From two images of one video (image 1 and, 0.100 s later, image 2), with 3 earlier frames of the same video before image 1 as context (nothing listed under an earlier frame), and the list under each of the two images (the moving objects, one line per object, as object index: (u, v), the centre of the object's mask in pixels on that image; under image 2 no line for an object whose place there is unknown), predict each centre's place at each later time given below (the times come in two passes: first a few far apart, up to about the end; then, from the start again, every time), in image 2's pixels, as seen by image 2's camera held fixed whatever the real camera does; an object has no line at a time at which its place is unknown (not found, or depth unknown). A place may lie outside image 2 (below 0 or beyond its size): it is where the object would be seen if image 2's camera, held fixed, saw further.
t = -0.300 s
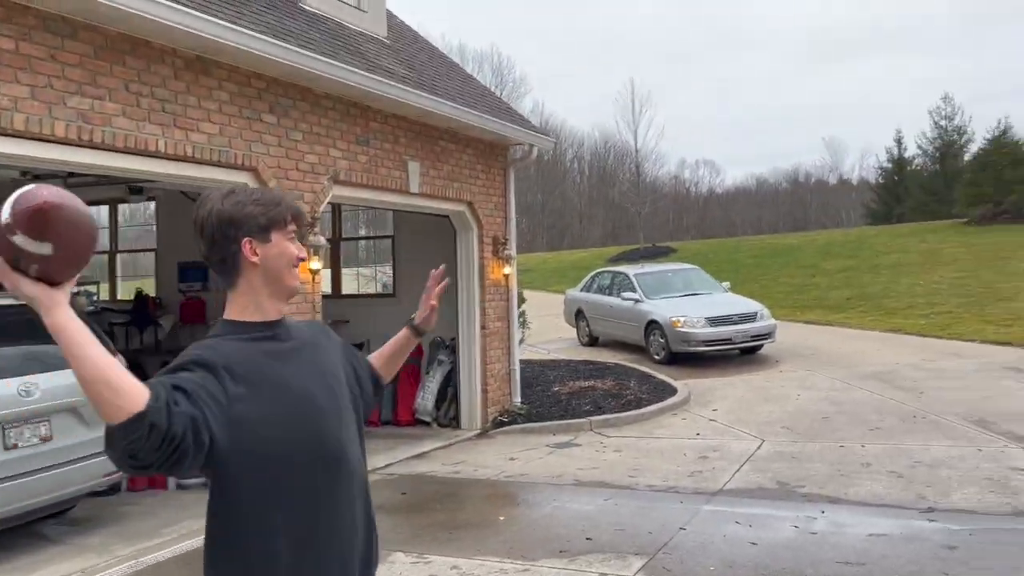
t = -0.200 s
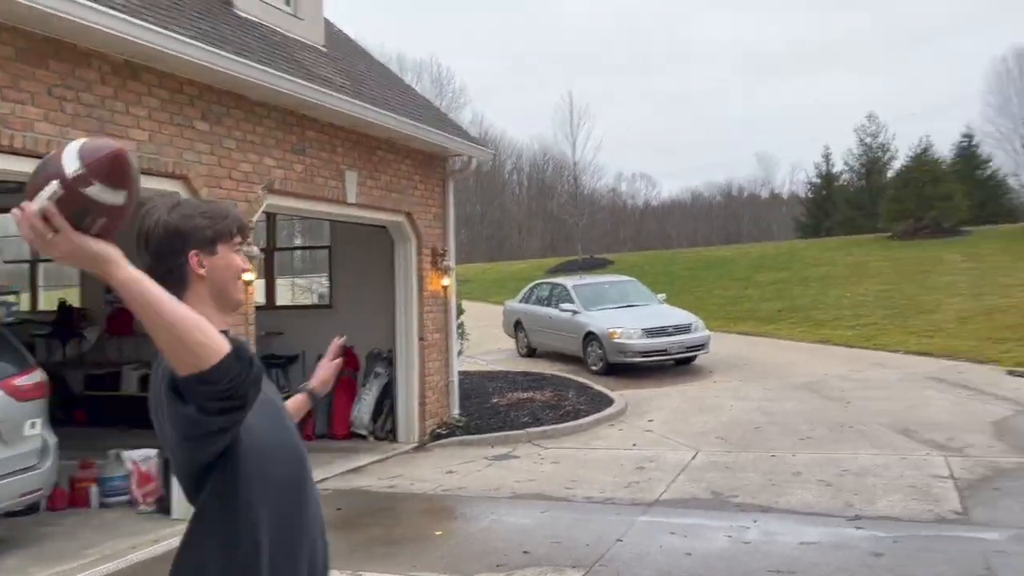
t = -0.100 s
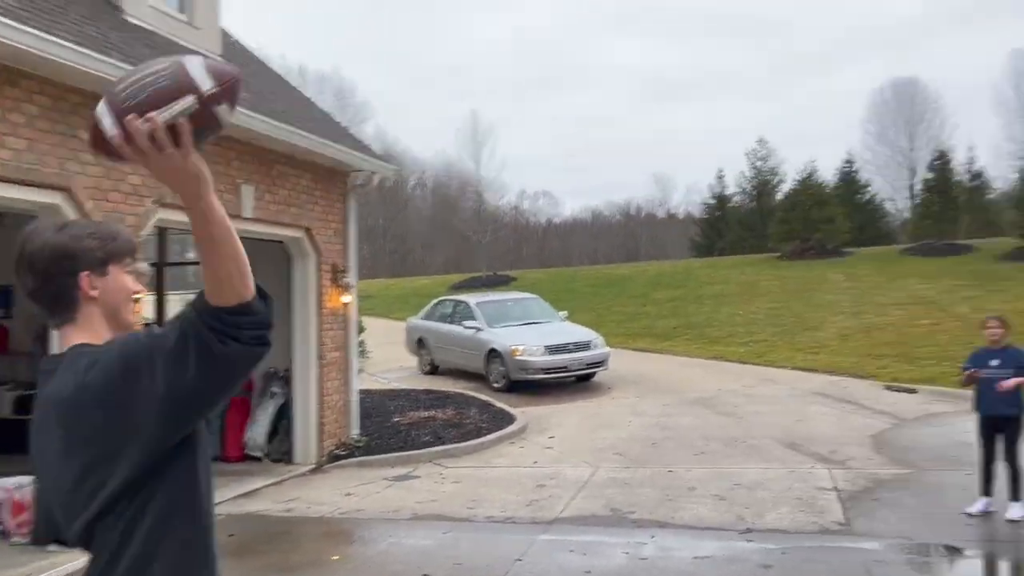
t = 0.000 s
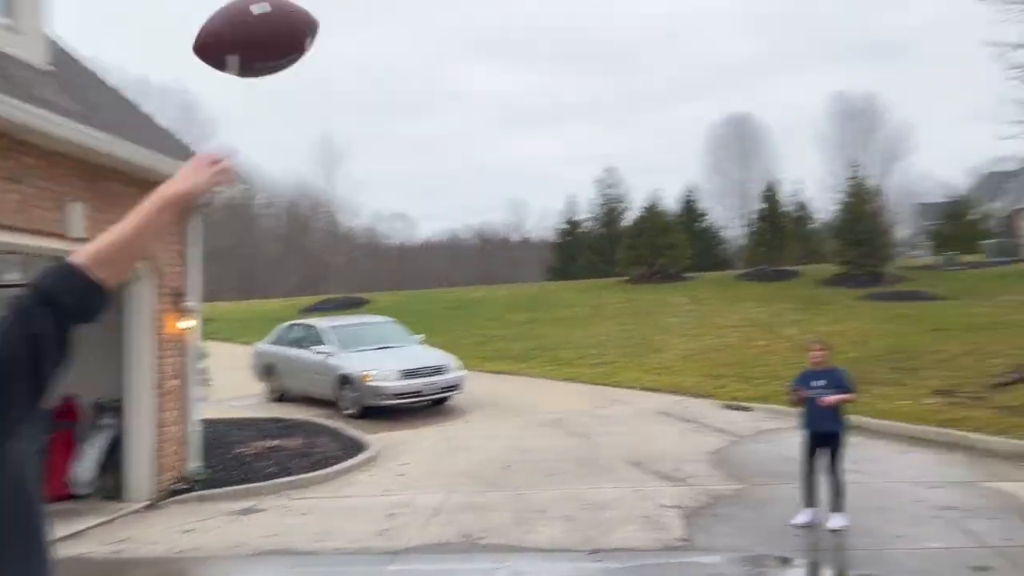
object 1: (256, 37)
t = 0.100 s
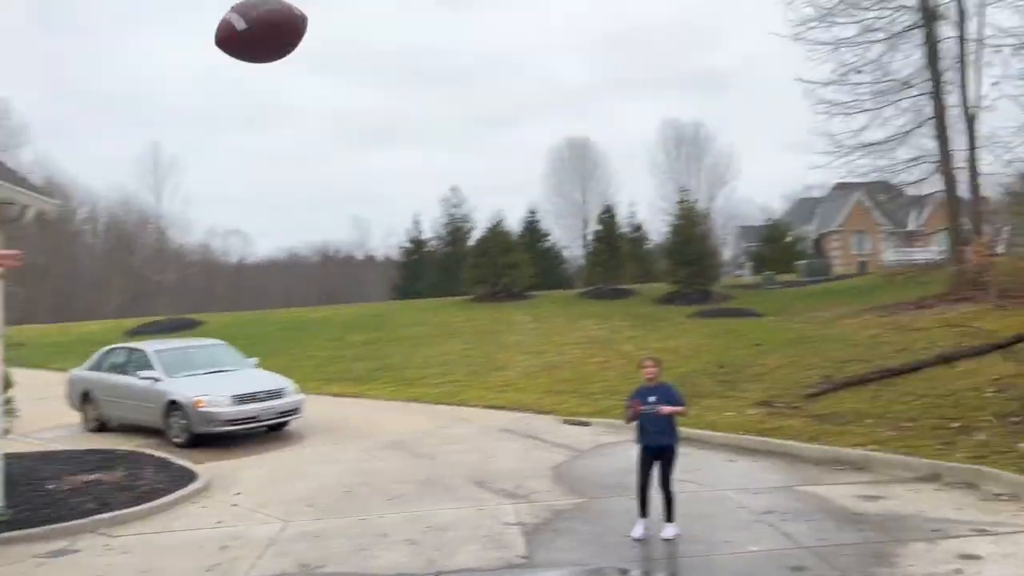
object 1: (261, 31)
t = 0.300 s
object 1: (459, 83)
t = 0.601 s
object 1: (601, 236)
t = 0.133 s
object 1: (305, 33)
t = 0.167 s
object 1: (344, 38)
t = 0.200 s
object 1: (379, 46)
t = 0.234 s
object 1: (409, 57)
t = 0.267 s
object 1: (436, 69)
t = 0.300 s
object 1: (459, 83)
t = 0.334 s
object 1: (480, 98)
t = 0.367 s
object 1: (499, 112)
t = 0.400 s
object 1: (517, 128)
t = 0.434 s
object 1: (534, 145)
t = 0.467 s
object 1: (549, 162)
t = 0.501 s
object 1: (563, 180)
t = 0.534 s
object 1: (577, 199)
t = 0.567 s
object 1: (590, 217)
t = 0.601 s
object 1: (601, 236)
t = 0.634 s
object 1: (610, 254)
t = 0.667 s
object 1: (619, 273)
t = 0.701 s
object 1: (628, 293)
